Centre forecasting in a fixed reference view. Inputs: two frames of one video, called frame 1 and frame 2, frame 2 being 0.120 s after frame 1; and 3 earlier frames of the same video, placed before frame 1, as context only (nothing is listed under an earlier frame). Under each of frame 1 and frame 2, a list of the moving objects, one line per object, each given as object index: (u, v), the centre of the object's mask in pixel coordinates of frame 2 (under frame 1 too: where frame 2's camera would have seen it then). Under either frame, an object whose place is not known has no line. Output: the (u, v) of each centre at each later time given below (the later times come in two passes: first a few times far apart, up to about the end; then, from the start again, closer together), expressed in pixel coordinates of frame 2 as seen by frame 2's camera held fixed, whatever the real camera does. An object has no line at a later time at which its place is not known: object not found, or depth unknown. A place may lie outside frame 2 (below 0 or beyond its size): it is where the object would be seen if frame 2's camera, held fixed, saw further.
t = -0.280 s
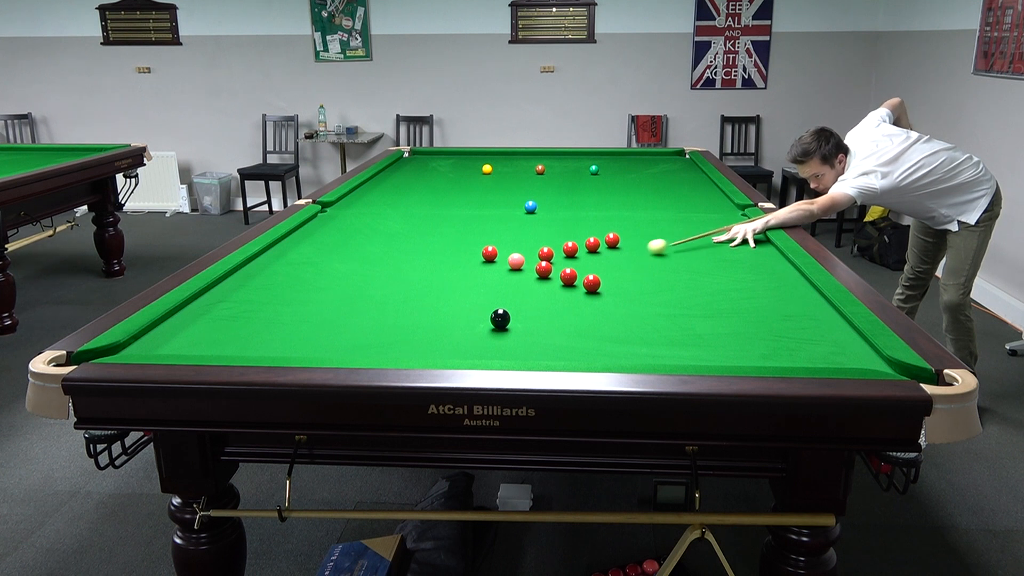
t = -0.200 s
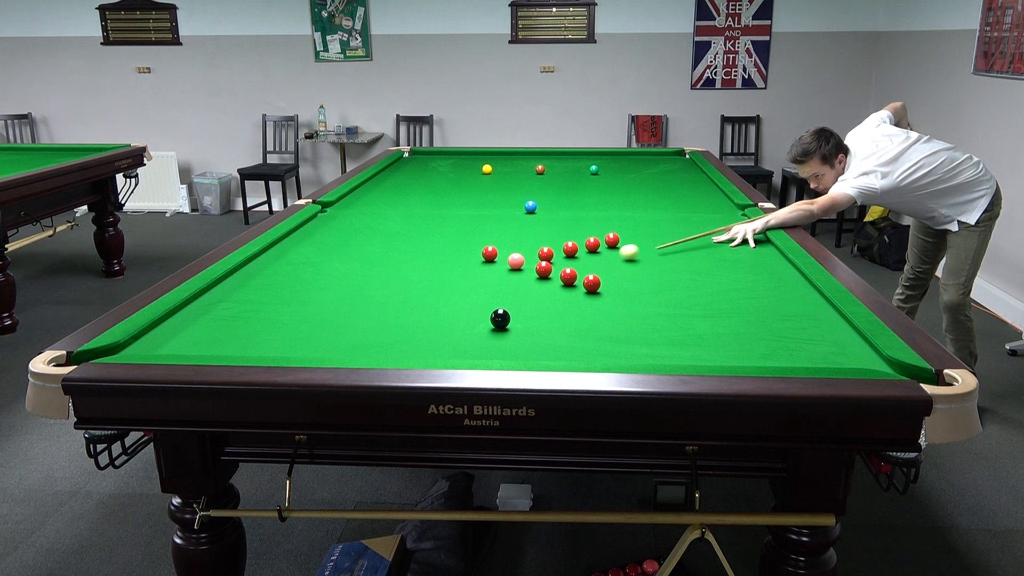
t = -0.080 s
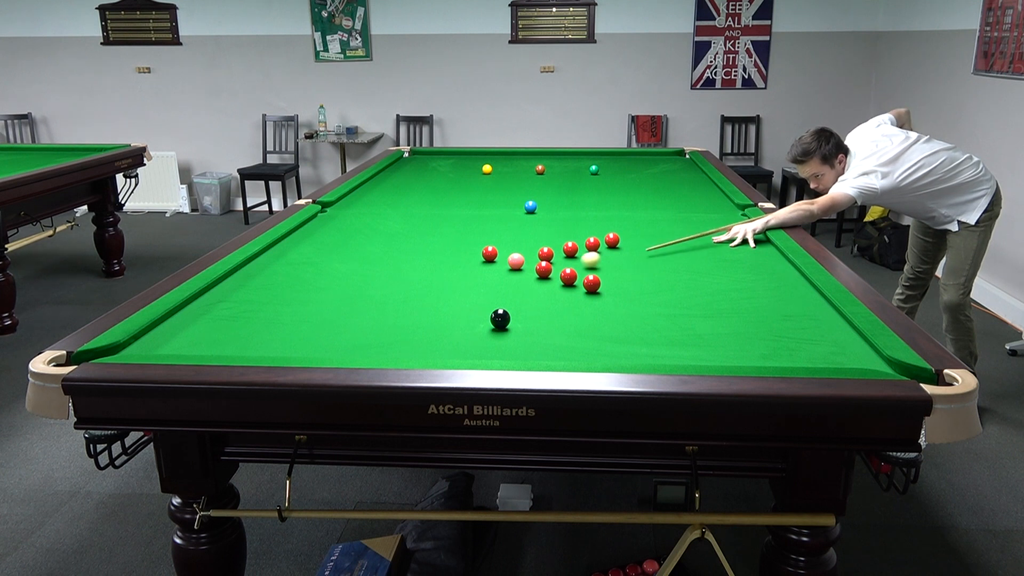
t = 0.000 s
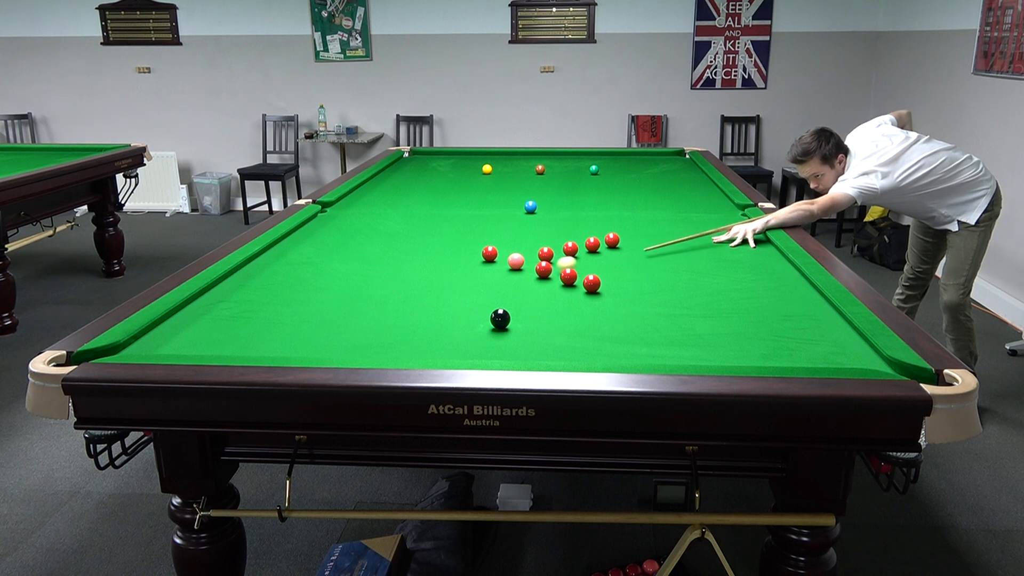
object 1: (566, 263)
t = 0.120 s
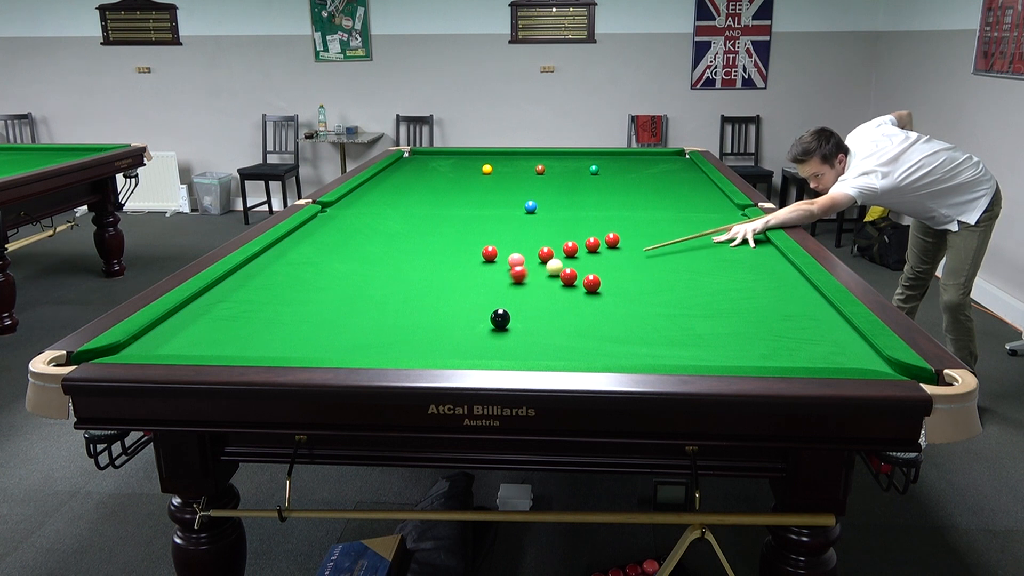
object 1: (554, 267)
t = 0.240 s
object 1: (546, 269)
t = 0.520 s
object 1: (526, 273)
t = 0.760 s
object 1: (510, 276)
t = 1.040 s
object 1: (492, 280)
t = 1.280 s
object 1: (478, 282)
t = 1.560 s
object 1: (463, 285)
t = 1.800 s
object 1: (451, 288)
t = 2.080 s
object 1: (439, 290)
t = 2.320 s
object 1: (430, 292)
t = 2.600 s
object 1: (421, 294)
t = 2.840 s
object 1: (415, 295)
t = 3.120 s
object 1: (411, 295)
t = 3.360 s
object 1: (408, 296)
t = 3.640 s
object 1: (407, 296)
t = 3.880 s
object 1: (407, 296)
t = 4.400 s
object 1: (407, 296)
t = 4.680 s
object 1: (407, 296)
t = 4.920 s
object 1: (407, 296)
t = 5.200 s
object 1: (407, 296)
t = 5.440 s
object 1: (407, 296)
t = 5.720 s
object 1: (407, 296)
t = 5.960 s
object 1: (407, 296)
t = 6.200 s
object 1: (407, 296)
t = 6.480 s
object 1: (407, 296)
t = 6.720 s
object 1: (407, 296)
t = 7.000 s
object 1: (407, 296)
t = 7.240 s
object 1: (407, 296)
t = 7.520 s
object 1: (407, 296)
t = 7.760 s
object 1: (407, 296)
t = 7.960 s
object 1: (407, 296)
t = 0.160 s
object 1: (552, 267)
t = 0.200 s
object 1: (549, 268)
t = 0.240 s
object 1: (546, 269)
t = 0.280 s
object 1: (543, 269)
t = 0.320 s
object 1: (540, 270)
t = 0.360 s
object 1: (537, 270)
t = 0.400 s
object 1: (534, 271)
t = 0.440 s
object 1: (532, 272)
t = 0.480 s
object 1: (529, 272)
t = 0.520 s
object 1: (526, 273)
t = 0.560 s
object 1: (523, 273)
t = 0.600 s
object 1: (521, 273)
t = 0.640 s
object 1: (518, 274)
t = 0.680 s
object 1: (515, 275)
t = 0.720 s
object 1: (513, 275)
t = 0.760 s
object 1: (510, 276)
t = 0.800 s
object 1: (507, 276)
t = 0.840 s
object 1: (505, 277)
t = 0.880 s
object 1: (502, 277)
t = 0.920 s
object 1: (500, 278)
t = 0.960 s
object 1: (497, 279)
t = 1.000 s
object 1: (495, 279)
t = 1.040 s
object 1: (492, 280)
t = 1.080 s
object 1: (490, 280)
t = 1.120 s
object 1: (487, 281)
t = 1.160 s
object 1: (485, 281)
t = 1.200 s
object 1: (483, 282)
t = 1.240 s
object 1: (480, 282)
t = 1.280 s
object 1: (478, 282)
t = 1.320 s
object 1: (476, 283)
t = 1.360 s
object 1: (474, 283)
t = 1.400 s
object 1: (471, 284)
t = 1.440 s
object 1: (469, 284)
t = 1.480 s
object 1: (467, 285)
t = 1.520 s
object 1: (465, 285)
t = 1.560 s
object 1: (463, 285)
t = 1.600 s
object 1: (461, 286)
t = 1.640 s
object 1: (459, 286)
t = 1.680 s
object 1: (457, 287)
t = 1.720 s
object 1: (455, 287)
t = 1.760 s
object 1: (453, 288)
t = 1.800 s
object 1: (451, 288)
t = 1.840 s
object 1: (450, 288)
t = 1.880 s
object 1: (448, 288)
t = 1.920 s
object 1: (446, 289)
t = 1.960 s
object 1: (444, 289)
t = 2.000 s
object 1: (443, 290)
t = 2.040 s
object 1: (441, 290)
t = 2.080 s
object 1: (439, 290)
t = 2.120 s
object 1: (437, 291)
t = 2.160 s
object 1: (436, 291)
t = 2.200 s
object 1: (434, 291)
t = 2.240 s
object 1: (433, 291)
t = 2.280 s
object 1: (431, 292)
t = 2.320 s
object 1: (430, 292)
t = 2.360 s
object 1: (429, 292)
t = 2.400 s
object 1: (427, 292)
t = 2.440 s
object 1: (426, 292)
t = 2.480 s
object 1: (425, 293)
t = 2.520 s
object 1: (423, 293)
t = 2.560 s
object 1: (422, 293)
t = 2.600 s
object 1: (421, 294)
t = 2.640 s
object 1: (420, 294)
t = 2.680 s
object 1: (419, 294)
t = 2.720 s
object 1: (418, 294)
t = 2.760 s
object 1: (417, 294)
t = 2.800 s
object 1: (416, 295)
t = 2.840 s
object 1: (415, 295)
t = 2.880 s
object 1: (415, 295)
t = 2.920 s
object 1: (414, 295)
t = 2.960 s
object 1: (413, 295)
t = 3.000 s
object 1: (413, 295)
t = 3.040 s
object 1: (412, 295)
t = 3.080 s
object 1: (411, 295)
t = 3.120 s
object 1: (411, 295)
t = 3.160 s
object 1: (410, 295)
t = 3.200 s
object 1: (410, 296)
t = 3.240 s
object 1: (409, 296)
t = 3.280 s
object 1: (409, 296)
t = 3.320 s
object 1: (408, 296)
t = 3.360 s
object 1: (408, 296)
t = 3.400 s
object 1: (408, 296)
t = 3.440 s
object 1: (407, 296)
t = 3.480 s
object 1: (407, 296)
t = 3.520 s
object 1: (407, 296)
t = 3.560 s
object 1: (407, 296)
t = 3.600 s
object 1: (407, 296)
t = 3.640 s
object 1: (407, 296)
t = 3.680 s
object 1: (407, 296)
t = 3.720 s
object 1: (407, 296)
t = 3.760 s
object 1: (407, 296)
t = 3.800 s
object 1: (407, 296)
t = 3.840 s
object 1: (407, 296)
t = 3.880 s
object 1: (407, 296)
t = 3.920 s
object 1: (407, 296)
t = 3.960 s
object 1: (403, 294)
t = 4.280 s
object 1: (411, 295)
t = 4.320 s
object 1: (407, 296)
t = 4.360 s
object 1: (407, 296)
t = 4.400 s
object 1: (407, 296)
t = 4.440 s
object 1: (407, 296)
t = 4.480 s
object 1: (407, 296)
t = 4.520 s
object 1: (407, 296)
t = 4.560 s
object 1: (407, 296)
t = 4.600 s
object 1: (407, 296)
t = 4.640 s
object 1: (407, 296)
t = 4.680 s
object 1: (407, 296)
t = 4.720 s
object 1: (407, 296)
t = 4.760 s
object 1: (407, 296)
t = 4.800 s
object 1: (407, 296)
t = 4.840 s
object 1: (407, 296)
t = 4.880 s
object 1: (407, 296)
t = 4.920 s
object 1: (407, 296)
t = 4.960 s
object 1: (407, 296)
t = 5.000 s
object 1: (407, 296)
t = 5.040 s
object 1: (407, 296)
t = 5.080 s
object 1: (407, 296)
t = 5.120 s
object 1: (407, 296)
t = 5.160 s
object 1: (407, 296)
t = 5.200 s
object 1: (407, 296)
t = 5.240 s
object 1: (407, 296)
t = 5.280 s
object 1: (407, 296)
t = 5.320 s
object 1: (407, 296)
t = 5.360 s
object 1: (407, 296)
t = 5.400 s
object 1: (407, 296)
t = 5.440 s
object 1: (407, 296)
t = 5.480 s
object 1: (407, 296)
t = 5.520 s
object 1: (407, 296)
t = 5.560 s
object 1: (407, 296)
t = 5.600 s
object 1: (407, 296)
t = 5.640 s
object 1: (407, 296)
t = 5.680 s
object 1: (407, 296)
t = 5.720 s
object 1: (407, 296)
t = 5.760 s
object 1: (407, 296)
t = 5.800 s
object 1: (407, 296)
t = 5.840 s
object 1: (407, 296)
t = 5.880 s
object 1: (407, 296)
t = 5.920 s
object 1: (407, 296)
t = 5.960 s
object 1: (407, 296)
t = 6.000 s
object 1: (407, 296)
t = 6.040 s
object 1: (407, 296)
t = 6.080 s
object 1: (407, 296)
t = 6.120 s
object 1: (407, 296)
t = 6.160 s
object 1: (407, 296)
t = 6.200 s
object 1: (407, 296)
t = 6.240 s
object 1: (407, 296)
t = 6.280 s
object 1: (407, 296)
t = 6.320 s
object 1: (407, 296)
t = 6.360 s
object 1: (407, 296)
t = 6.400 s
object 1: (407, 296)
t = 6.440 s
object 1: (407, 296)
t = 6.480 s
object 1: (407, 296)
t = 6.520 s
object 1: (407, 296)
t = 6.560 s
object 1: (407, 296)
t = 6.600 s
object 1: (407, 296)
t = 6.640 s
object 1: (407, 296)
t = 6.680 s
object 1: (407, 296)
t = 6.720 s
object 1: (407, 296)
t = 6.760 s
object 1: (407, 296)
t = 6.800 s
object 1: (407, 296)
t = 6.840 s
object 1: (407, 296)
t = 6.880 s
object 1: (407, 296)
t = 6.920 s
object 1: (407, 296)
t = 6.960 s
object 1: (407, 296)
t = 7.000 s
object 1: (407, 296)
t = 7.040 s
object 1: (407, 296)
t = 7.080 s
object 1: (407, 296)
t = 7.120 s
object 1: (407, 296)
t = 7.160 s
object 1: (407, 296)
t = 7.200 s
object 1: (407, 296)
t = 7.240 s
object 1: (407, 296)
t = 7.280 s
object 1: (407, 296)
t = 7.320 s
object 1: (407, 296)
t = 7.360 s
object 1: (407, 296)
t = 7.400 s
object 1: (407, 296)
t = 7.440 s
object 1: (407, 296)
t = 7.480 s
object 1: (407, 296)
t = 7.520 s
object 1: (407, 296)
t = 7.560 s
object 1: (407, 296)
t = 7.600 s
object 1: (407, 296)
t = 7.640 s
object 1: (407, 296)
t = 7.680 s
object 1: (407, 296)
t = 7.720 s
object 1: (407, 296)
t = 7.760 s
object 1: (407, 296)
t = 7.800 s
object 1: (407, 296)
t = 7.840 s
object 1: (407, 296)
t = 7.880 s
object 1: (407, 296)
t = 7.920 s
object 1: (407, 296)
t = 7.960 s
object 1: (407, 296)
